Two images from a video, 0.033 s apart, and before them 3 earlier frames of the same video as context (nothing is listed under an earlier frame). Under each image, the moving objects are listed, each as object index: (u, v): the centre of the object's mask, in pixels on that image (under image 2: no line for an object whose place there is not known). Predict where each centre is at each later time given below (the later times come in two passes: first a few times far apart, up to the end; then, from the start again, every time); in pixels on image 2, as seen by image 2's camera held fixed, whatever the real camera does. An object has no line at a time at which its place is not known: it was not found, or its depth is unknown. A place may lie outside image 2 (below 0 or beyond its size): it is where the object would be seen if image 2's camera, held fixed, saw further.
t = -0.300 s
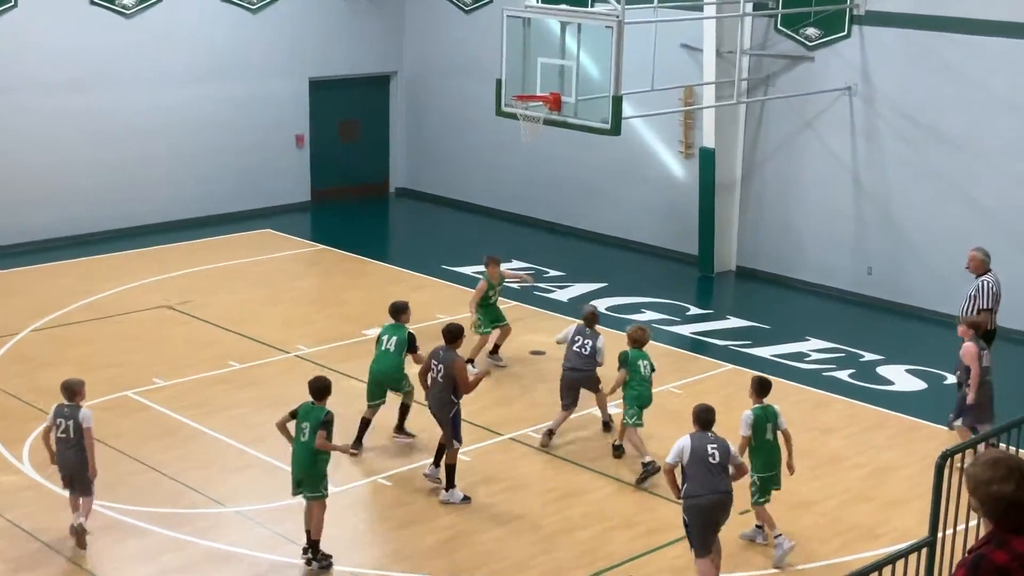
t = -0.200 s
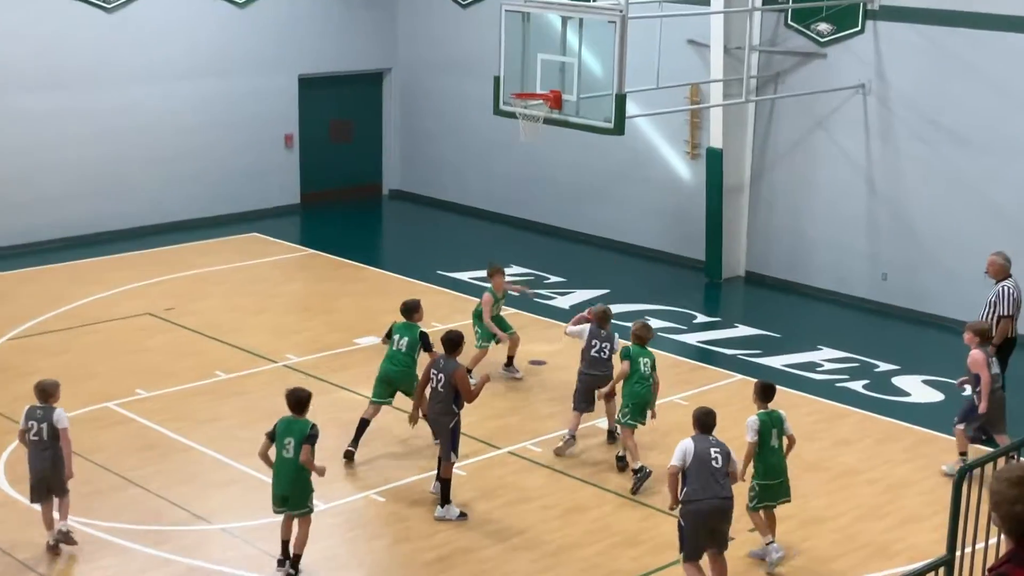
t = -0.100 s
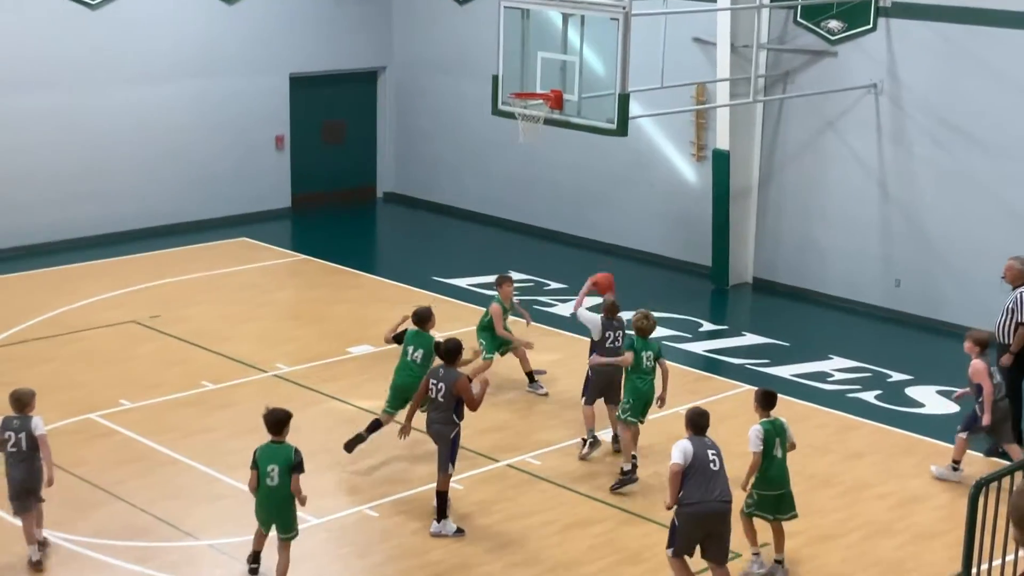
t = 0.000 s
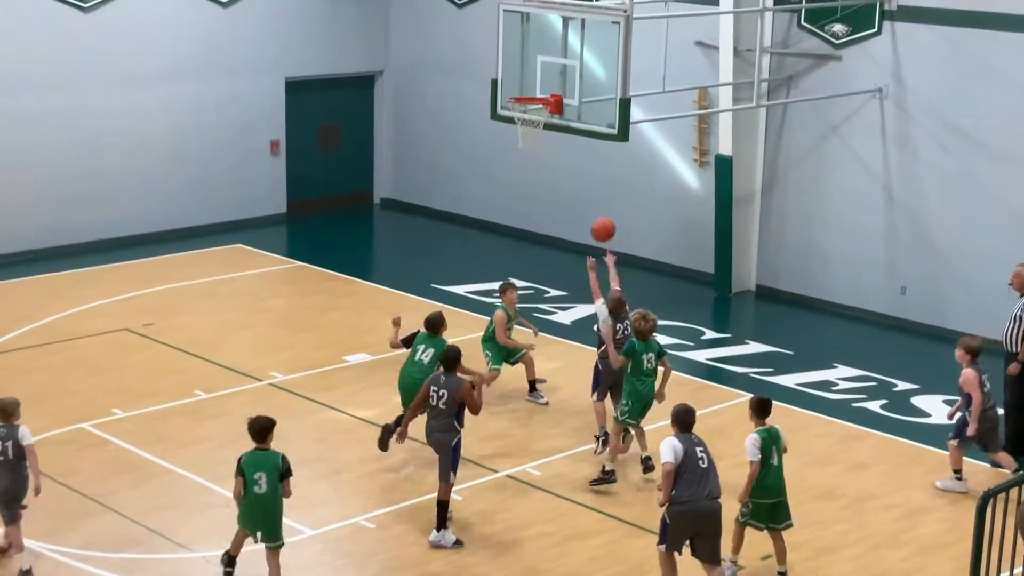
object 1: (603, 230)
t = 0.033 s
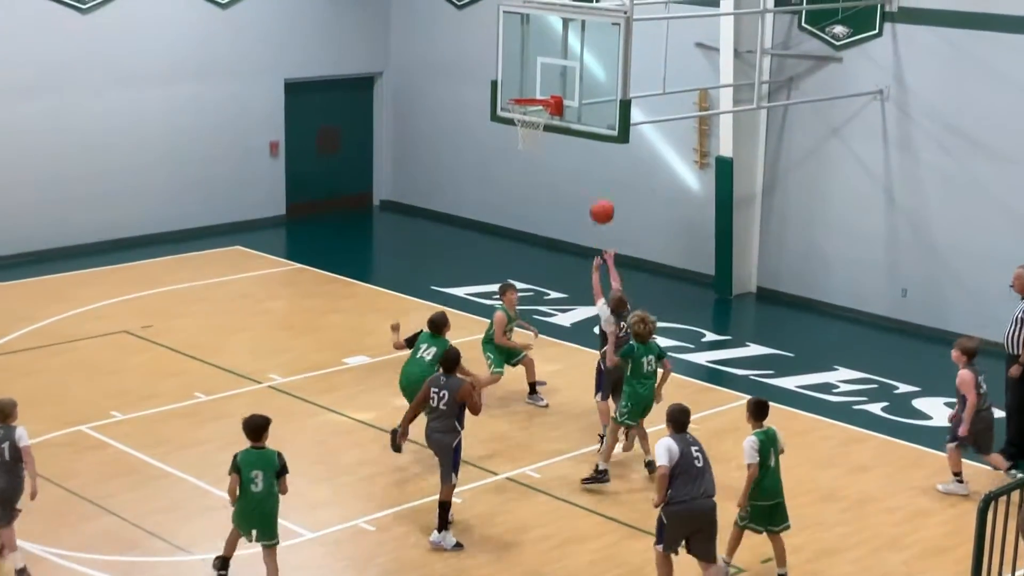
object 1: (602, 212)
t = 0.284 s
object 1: (594, 106)
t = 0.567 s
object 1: (566, 75)
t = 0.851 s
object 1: (520, 85)
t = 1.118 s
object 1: (488, 124)
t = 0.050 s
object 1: (602, 202)
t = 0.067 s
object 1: (601, 194)
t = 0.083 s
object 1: (601, 185)
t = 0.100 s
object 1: (600, 177)
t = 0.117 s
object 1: (600, 169)
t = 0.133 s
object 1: (599, 161)
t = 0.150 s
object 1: (599, 154)
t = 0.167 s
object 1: (598, 146)
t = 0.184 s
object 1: (597, 140)
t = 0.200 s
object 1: (597, 134)
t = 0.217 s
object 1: (597, 128)
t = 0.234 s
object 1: (596, 122)
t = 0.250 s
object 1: (596, 116)
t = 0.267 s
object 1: (595, 111)
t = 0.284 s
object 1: (594, 106)
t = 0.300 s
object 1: (594, 102)
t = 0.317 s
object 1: (593, 98)
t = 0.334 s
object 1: (593, 93)
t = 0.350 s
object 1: (592, 90)
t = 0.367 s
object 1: (592, 87)
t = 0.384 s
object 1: (591, 84)
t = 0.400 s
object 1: (590, 81)
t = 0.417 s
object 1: (589, 78)
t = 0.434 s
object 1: (589, 76)
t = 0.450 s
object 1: (588, 74)
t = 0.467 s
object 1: (587, 73)
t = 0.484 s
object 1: (584, 72)
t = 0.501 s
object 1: (581, 72)
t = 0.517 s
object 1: (577, 73)
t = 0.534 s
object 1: (573, 73)
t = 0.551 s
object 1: (569, 74)
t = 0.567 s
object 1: (566, 75)
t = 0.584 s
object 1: (562, 77)
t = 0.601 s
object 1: (558, 78)
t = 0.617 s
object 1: (555, 80)
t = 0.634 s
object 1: (551, 82)
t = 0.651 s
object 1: (547, 85)
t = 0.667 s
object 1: (543, 88)
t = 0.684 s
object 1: (539, 90)
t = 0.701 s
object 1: (537, 92)
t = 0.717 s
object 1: (535, 91)
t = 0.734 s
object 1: (533, 89)
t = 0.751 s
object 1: (531, 88)
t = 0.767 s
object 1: (529, 87)
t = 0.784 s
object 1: (527, 86)
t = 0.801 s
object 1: (525, 85)
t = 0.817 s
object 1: (523, 85)
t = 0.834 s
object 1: (522, 85)
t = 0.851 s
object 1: (520, 85)
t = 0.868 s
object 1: (518, 85)
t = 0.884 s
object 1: (515, 86)
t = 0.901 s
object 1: (513, 87)
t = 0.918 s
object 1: (511, 89)
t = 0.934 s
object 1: (509, 90)
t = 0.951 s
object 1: (508, 92)
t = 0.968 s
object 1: (506, 94)
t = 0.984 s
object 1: (504, 96)
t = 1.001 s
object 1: (502, 98)
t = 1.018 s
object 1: (500, 101)
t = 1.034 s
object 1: (498, 104)
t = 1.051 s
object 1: (496, 108)
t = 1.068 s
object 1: (494, 112)
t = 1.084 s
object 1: (492, 116)
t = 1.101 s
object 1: (490, 120)
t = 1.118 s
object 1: (488, 124)
